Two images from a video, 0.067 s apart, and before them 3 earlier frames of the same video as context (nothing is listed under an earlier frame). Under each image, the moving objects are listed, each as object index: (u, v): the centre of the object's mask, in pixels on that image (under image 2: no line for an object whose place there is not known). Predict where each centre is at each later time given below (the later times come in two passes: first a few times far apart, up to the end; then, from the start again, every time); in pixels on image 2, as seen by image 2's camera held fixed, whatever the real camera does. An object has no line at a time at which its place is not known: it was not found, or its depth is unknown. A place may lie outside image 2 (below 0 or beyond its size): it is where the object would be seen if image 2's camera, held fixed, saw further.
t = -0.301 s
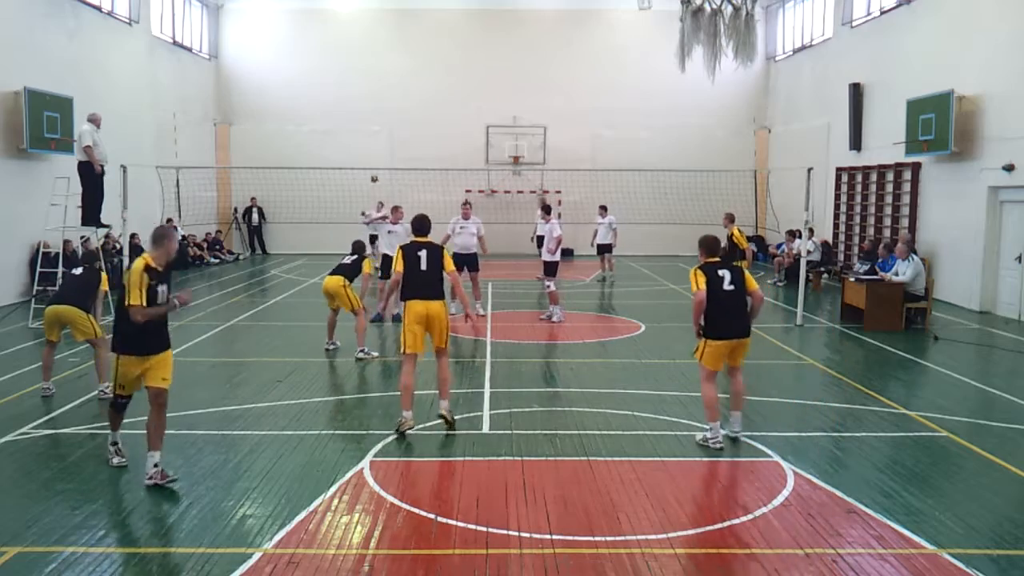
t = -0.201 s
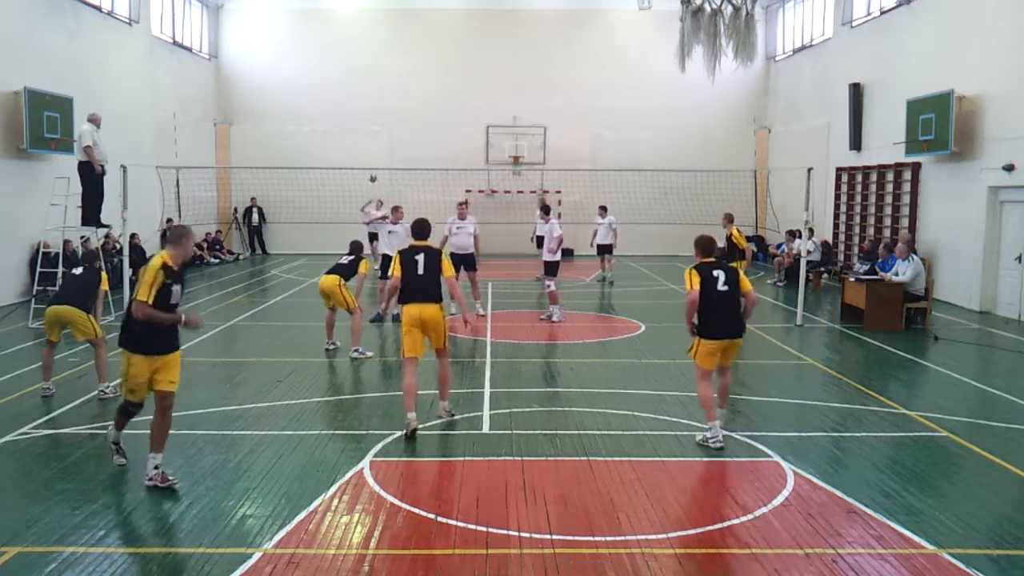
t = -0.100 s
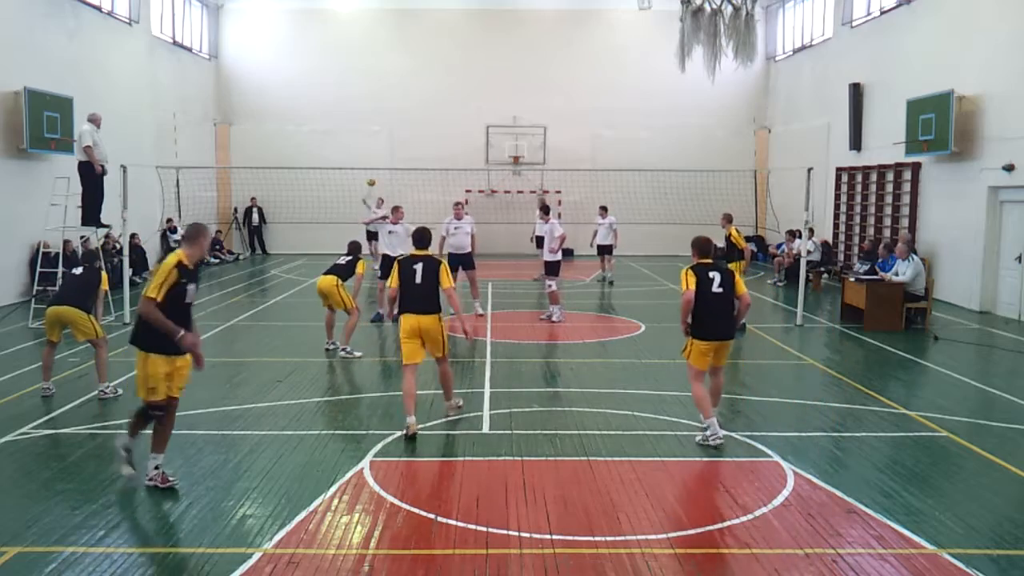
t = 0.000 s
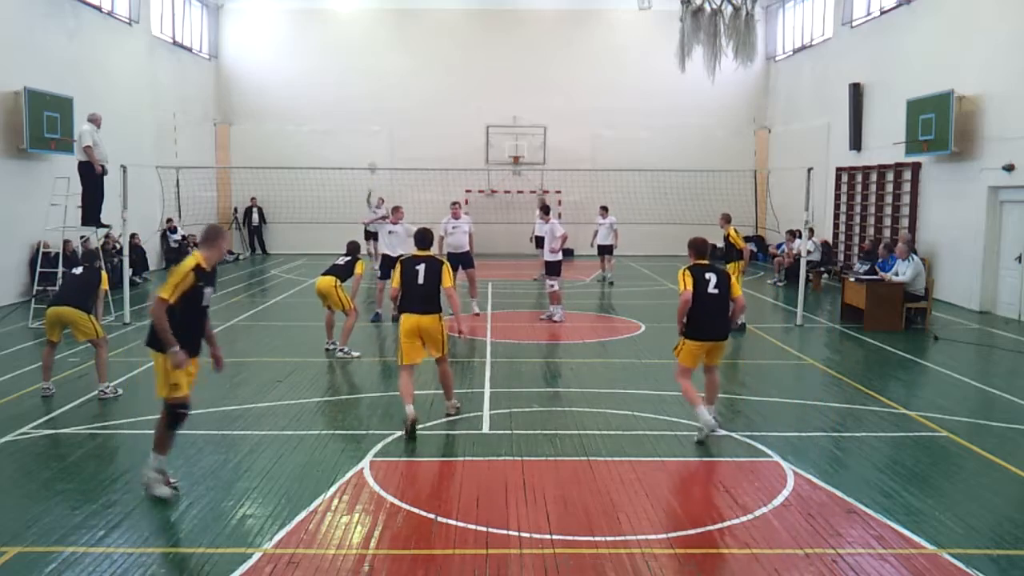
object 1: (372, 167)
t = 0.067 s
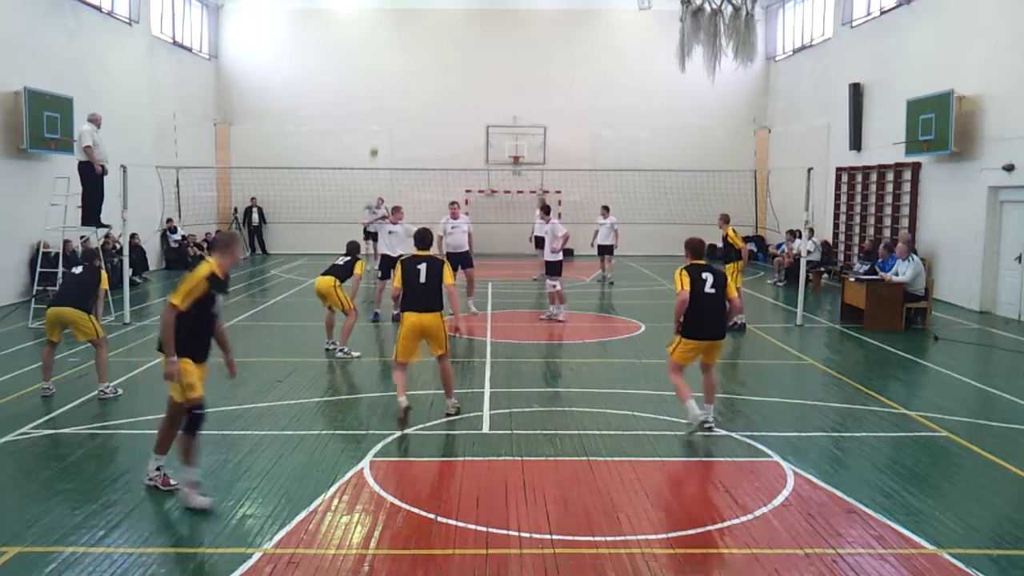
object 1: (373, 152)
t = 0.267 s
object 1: (384, 109)
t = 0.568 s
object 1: (411, 76)
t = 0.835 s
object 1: (451, 92)
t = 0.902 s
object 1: (461, 105)
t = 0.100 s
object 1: (374, 143)
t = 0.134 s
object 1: (376, 136)
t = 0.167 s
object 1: (378, 129)
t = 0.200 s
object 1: (380, 122)
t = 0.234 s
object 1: (382, 115)
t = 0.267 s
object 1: (384, 109)
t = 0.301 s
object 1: (385, 104)
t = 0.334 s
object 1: (388, 98)
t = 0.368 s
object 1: (390, 93)
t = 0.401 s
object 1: (393, 88)
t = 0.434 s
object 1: (396, 84)
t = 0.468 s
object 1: (399, 81)
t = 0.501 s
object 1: (403, 79)
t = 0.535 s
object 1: (407, 77)
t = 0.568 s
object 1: (411, 76)
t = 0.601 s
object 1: (415, 75)
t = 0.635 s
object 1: (420, 75)
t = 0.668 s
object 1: (424, 76)
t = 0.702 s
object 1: (428, 78)
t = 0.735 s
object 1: (434, 80)
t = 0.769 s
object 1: (439, 83)
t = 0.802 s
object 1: (445, 87)
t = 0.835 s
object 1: (451, 92)
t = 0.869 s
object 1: (456, 98)
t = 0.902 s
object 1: (461, 105)
